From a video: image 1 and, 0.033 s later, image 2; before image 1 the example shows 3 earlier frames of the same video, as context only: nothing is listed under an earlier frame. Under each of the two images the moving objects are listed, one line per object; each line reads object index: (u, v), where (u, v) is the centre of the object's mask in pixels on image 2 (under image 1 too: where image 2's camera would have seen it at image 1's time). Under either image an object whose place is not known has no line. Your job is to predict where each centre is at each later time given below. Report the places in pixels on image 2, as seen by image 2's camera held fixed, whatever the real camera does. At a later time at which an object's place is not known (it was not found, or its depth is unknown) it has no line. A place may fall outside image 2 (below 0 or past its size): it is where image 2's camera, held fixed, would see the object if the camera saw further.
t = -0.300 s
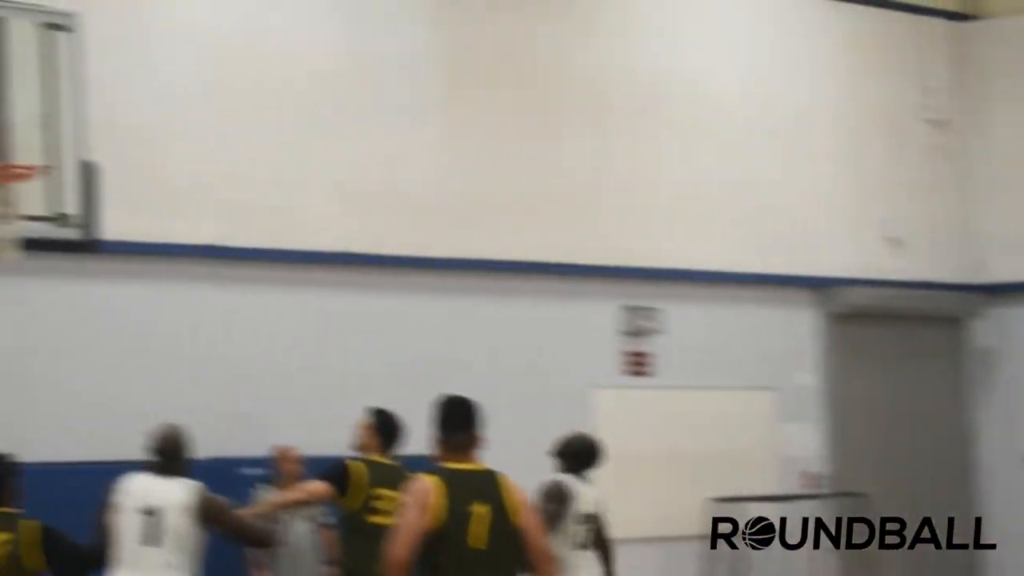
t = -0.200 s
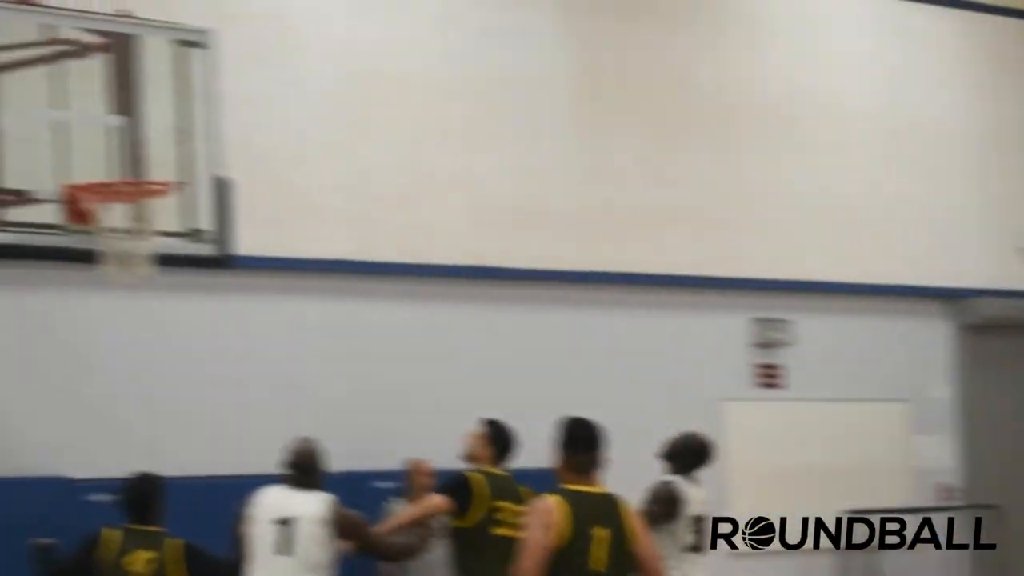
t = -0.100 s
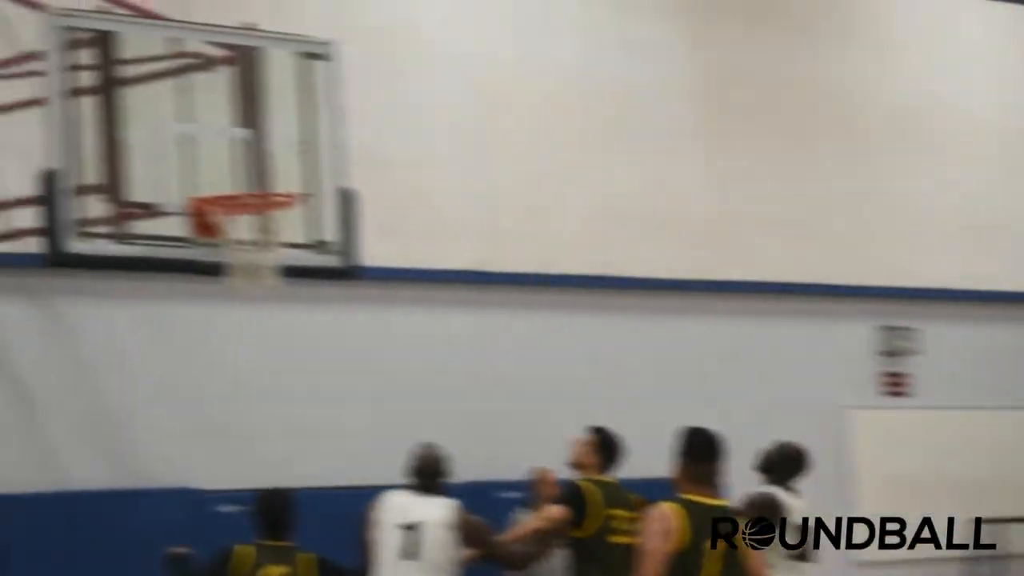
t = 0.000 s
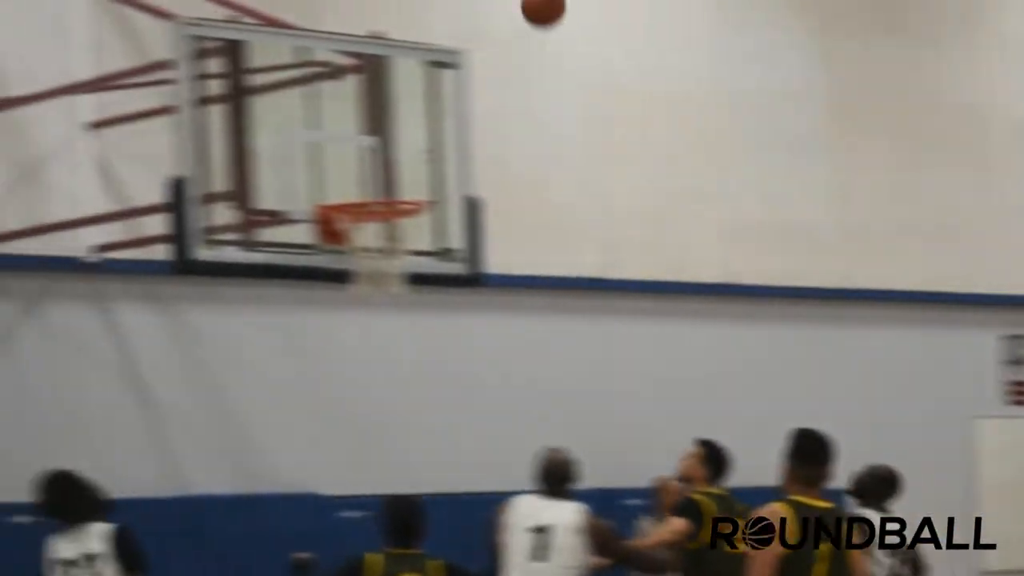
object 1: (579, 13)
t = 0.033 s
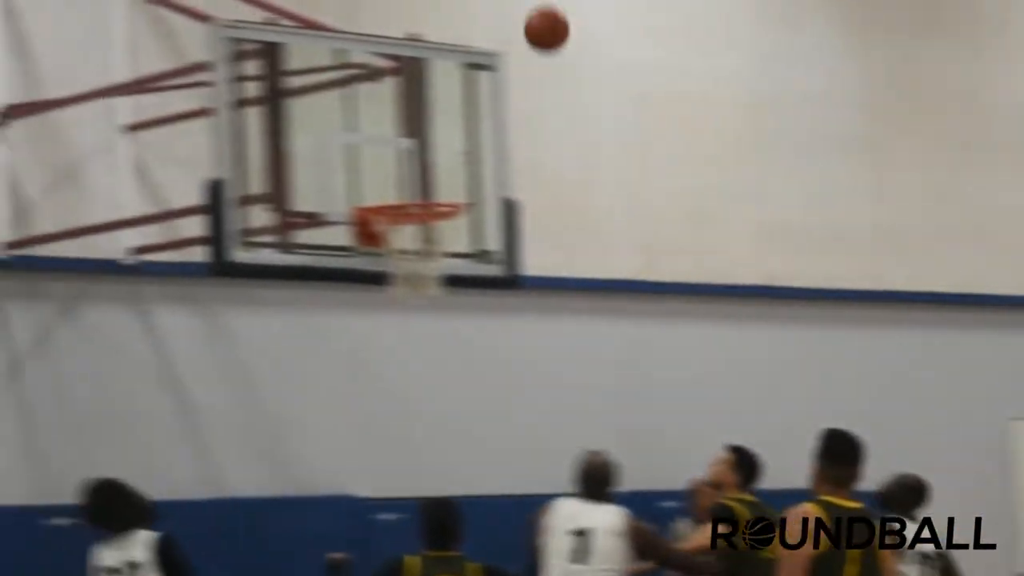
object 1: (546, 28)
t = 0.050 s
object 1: (531, 40)
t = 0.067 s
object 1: (515, 52)
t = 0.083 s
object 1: (499, 66)
